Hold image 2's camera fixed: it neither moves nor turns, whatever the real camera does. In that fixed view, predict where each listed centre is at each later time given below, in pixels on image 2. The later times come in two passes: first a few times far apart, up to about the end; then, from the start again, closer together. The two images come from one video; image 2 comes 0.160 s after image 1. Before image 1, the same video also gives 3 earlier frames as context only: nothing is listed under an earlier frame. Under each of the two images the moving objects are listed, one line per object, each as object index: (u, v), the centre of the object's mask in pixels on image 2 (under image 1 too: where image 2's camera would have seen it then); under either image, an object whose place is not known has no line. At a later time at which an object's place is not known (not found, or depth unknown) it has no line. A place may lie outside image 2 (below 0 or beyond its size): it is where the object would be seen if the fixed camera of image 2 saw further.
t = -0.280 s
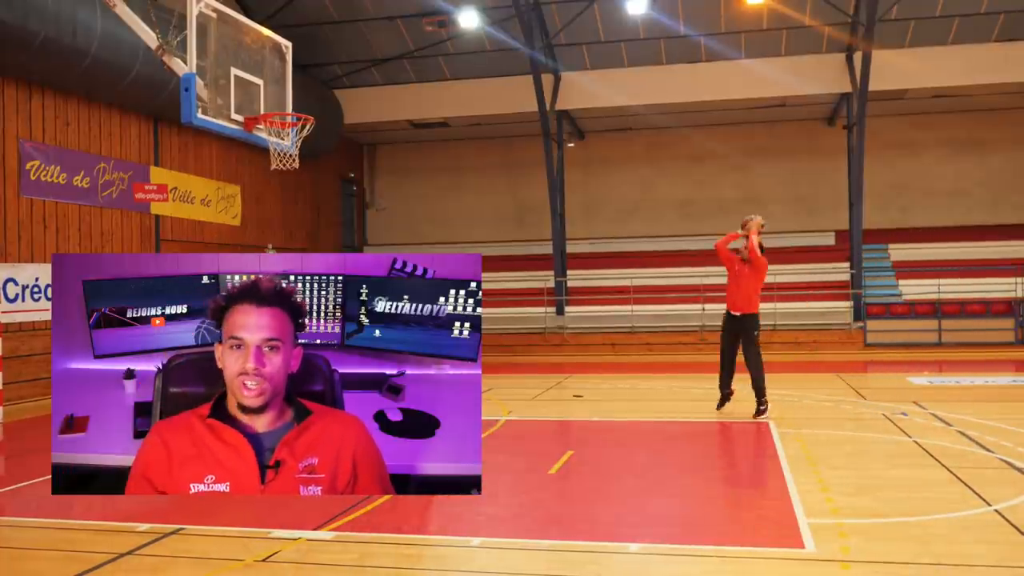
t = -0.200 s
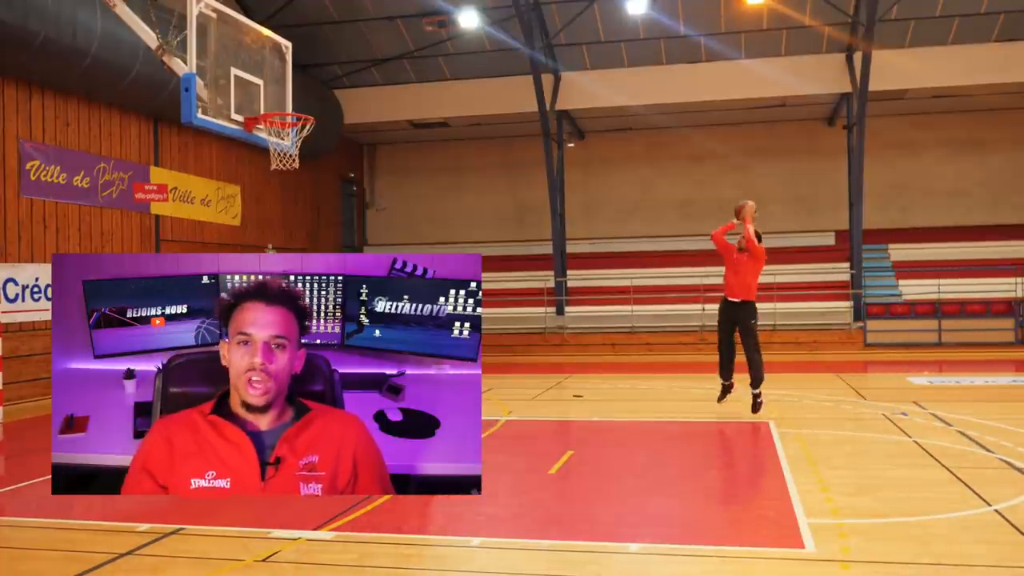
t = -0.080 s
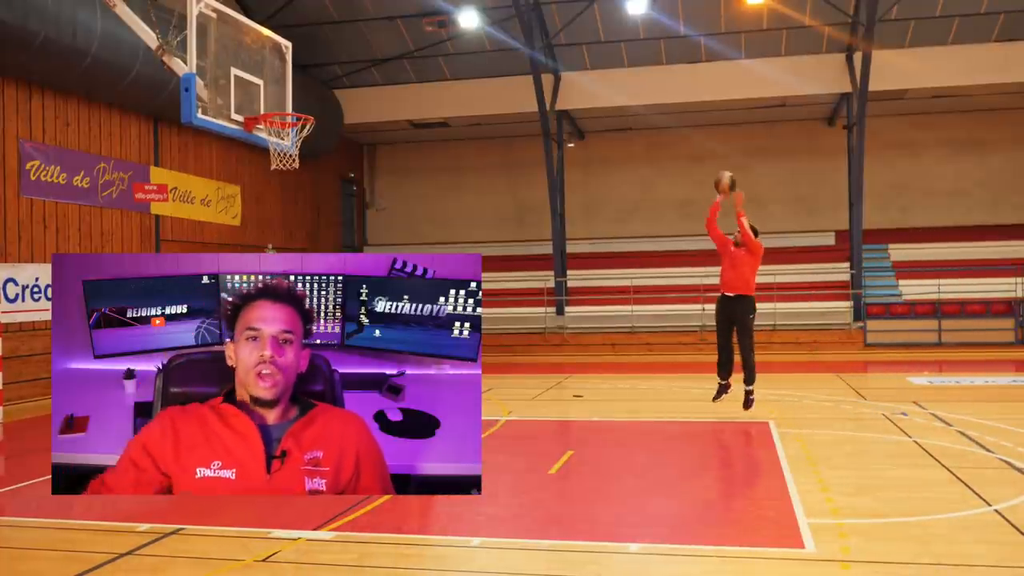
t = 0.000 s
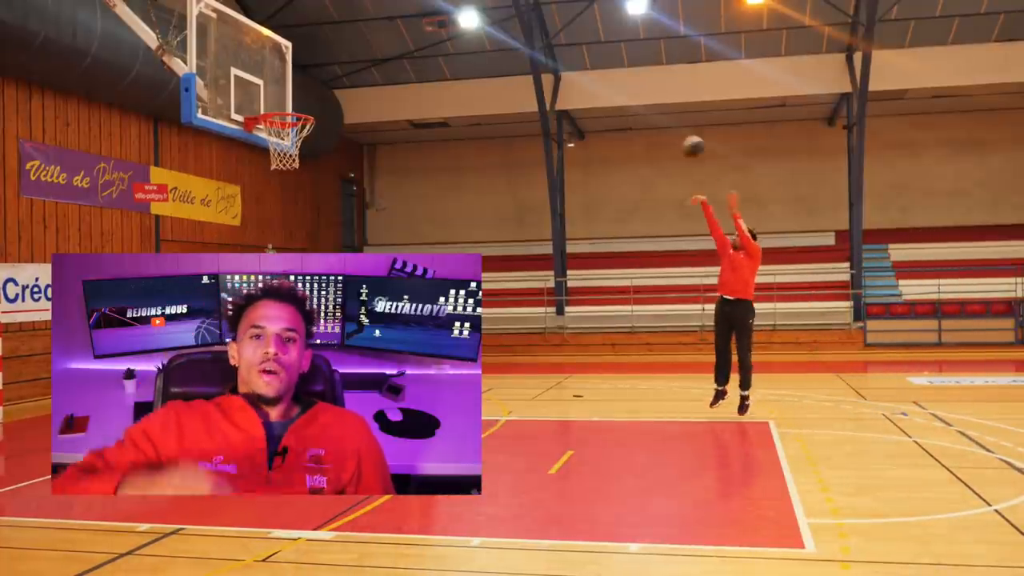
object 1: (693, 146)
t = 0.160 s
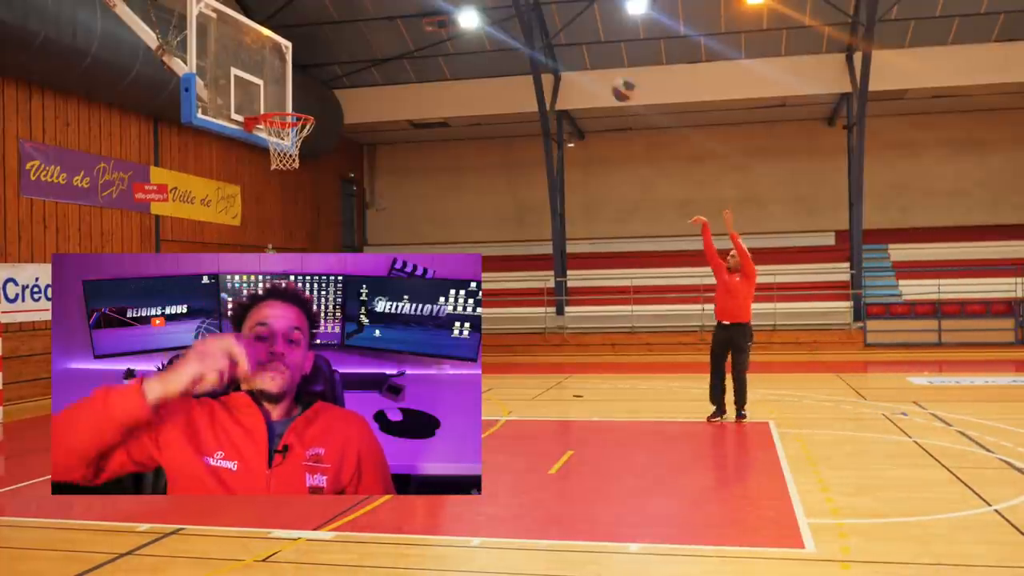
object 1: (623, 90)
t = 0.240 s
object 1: (588, 68)
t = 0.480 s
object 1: (476, 39)
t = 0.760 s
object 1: (335, 78)
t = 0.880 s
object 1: (276, 118)
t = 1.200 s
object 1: (314, 248)
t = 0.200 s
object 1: (605, 78)
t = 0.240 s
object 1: (588, 68)
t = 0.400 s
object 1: (514, 44)
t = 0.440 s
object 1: (494, 41)
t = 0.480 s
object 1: (476, 39)
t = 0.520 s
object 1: (457, 40)
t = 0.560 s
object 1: (437, 42)
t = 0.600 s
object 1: (418, 47)
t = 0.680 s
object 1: (376, 59)
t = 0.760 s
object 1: (335, 78)
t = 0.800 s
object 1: (315, 92)
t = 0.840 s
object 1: (297, 103)
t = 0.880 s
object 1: (276, 118)
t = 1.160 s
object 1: (307, 233)
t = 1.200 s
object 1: (314, 248)
